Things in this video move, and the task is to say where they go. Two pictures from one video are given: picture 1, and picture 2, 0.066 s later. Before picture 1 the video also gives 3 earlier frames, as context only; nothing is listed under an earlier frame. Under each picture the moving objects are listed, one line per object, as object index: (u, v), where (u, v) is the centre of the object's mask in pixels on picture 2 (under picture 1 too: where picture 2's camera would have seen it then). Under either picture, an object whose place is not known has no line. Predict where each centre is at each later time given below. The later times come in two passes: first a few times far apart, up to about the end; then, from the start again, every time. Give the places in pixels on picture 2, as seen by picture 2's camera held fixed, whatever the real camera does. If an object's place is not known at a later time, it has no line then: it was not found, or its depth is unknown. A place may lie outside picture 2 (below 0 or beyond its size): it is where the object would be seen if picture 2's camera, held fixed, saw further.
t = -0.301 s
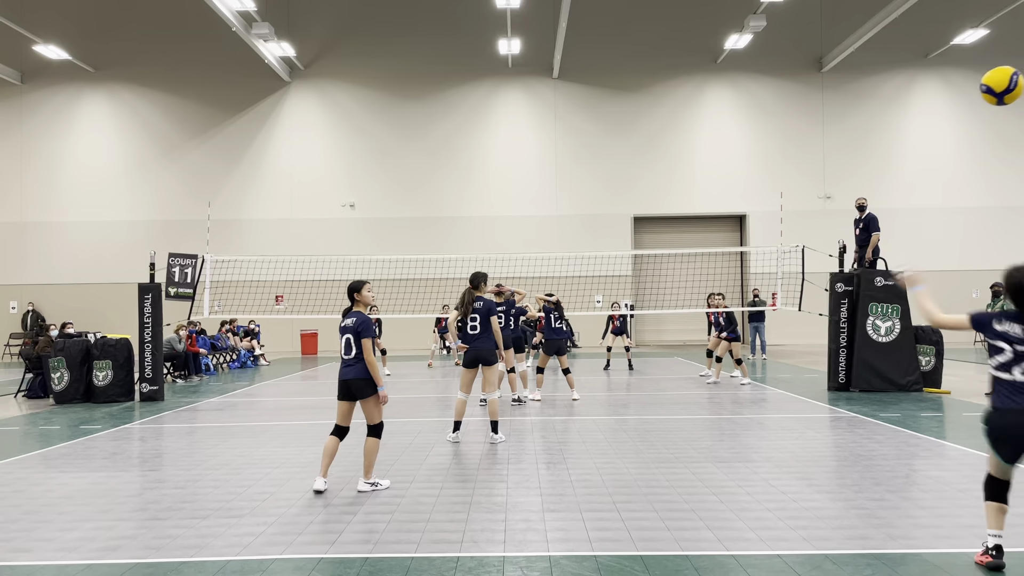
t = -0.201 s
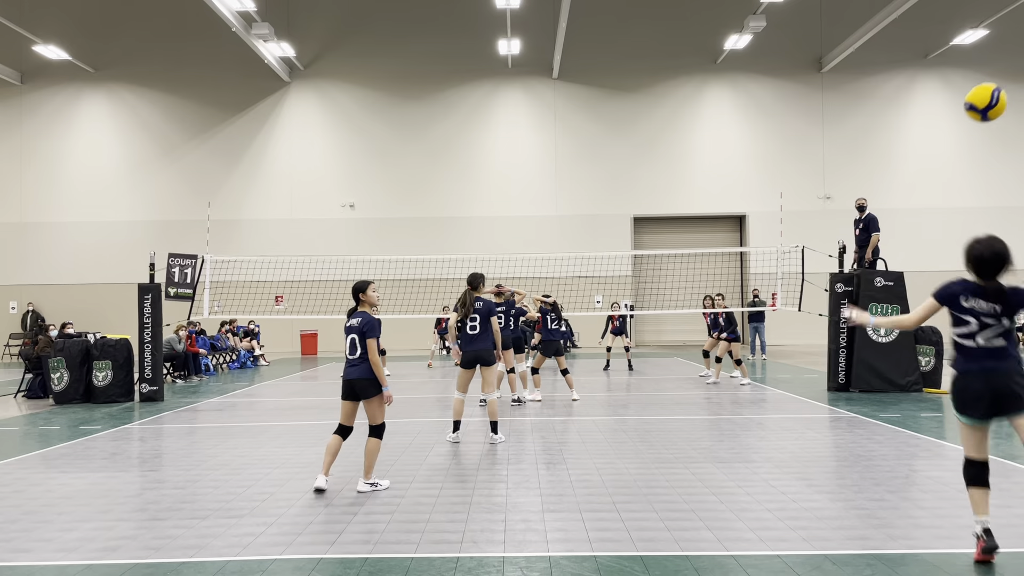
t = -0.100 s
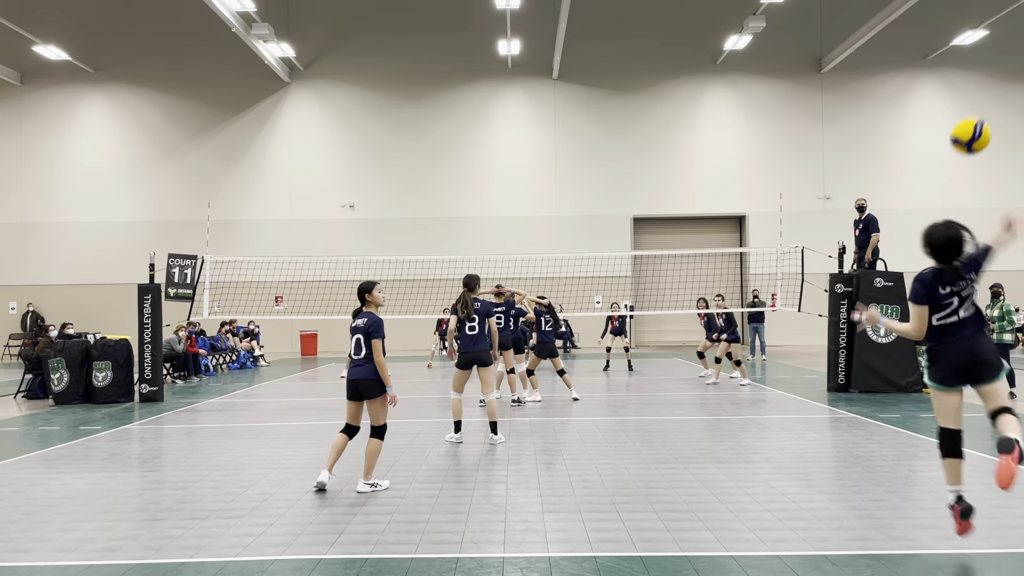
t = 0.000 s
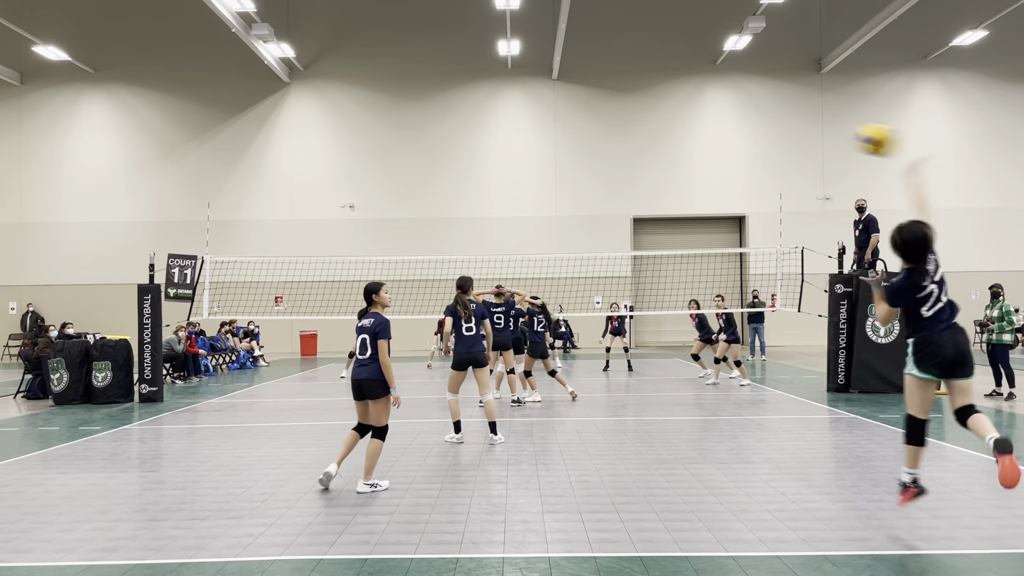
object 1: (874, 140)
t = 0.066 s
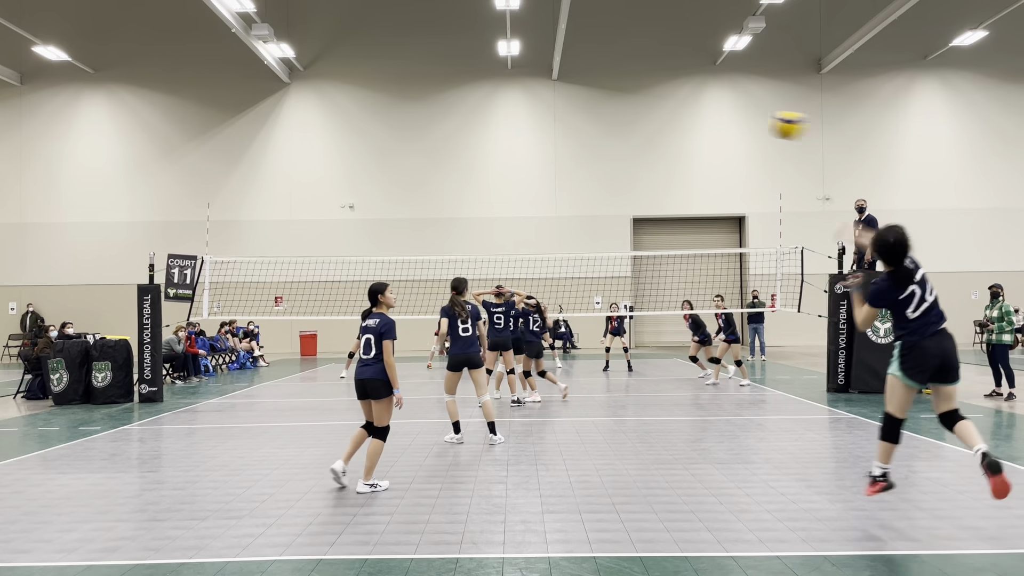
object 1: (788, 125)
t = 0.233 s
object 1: (648, 118)
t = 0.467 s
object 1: (545, 152)
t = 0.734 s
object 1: (478, 217)
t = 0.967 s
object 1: (441, 285)
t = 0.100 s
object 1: (753, 120)
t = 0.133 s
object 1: (721, 118)
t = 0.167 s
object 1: (693, 117)
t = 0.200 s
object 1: (669, 116)
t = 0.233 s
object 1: (648, 118)
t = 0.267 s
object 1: (628, 120)
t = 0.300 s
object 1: (611, 124)
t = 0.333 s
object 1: (596, 128)
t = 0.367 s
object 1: (581, 134)
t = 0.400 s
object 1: (568, 139)
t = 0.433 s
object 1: (556, 145)
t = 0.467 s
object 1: (545, 152)
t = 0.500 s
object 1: (535, 159)
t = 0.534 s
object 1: (525, 167)
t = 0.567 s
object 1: (516, 174)
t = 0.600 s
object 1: (507, 183)
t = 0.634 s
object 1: (499, 191)
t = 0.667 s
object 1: (492, 200)
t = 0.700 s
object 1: (485, 208)
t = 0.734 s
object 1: (478, 217)
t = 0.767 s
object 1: (472, 226)
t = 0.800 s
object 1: (466, 236)
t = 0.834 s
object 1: (461, 245)
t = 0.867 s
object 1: (456, 254)
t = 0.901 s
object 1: (450, 265)
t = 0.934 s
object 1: (445, 275)
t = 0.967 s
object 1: (441, 285)
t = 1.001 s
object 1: (436, 296)
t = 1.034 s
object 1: (432, 306)
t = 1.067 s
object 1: (429, 316)
